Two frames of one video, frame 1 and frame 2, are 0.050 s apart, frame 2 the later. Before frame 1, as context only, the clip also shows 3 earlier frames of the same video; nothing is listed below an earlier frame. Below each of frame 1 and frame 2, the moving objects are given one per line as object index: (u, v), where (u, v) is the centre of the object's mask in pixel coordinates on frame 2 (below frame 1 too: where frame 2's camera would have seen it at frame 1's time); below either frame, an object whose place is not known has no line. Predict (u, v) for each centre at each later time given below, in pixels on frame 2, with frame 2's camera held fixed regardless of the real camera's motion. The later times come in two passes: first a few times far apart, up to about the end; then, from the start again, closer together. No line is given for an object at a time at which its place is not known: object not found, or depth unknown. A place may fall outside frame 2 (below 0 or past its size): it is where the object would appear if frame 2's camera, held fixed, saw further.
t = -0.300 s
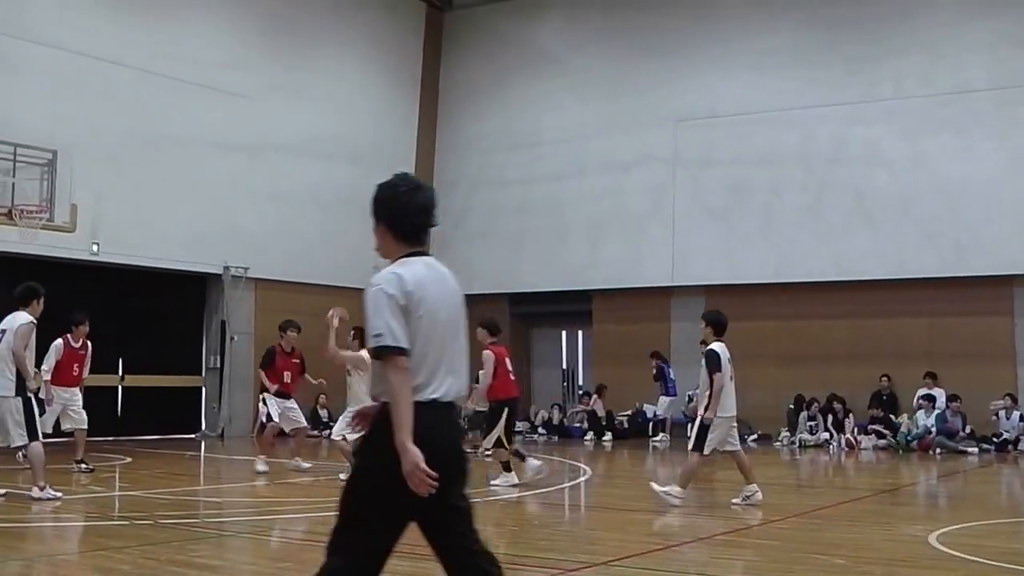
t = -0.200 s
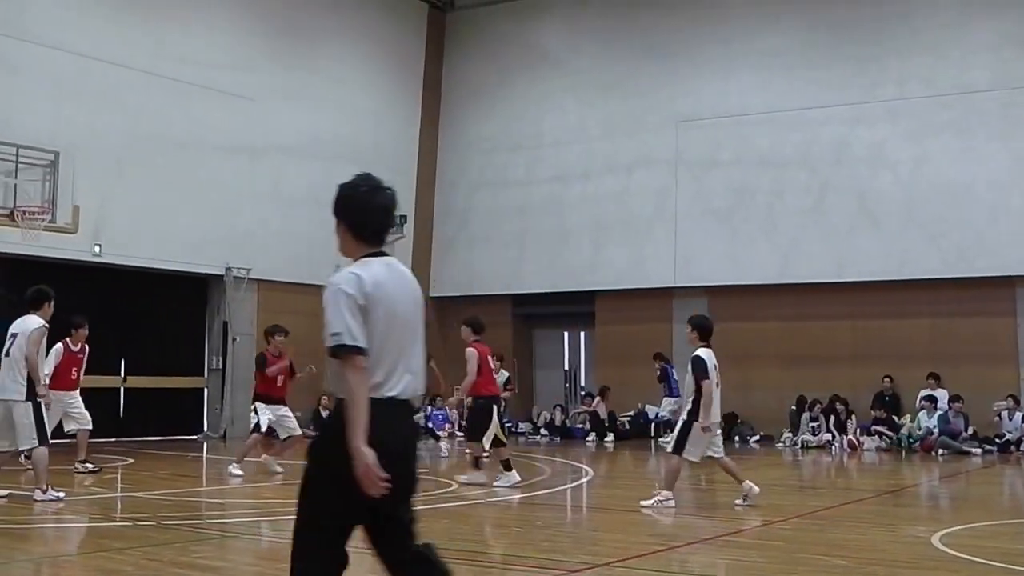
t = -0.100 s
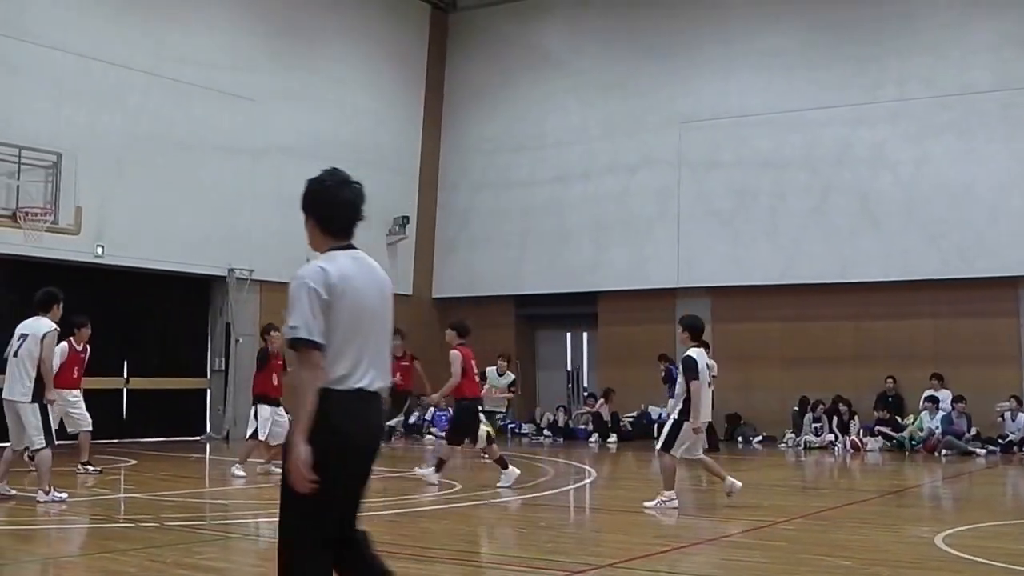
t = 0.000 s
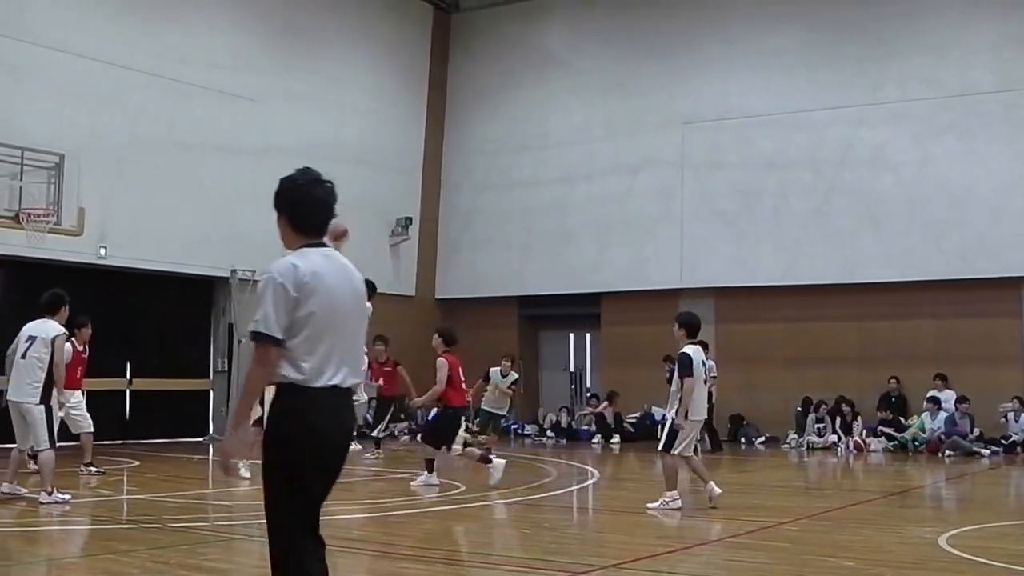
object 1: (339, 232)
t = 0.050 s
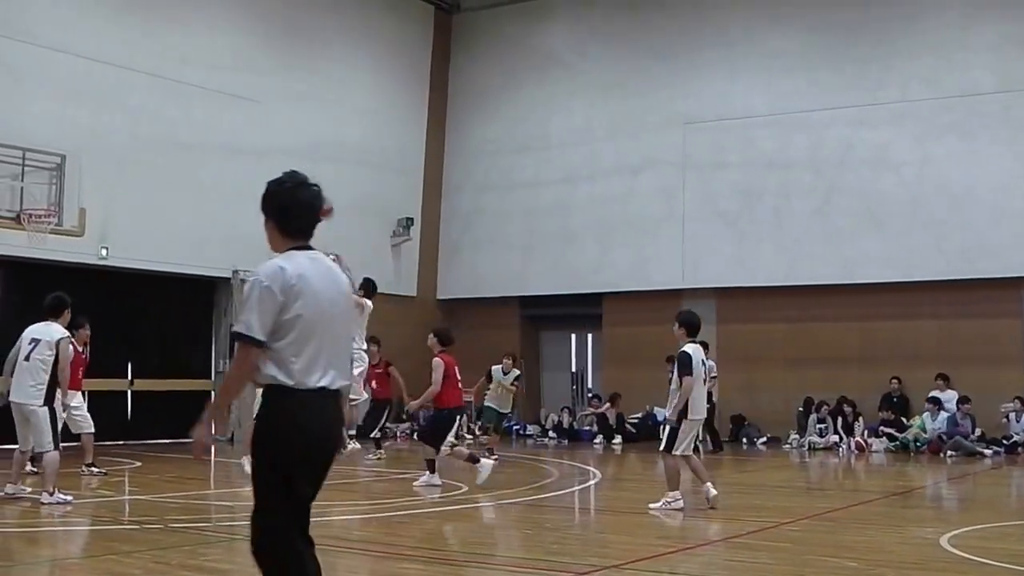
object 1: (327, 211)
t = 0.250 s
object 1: (261, 135)
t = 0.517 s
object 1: (187, 96)
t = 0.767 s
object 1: (121, 114)
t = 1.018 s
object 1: (59, 178)
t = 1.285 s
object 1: (20, 242)
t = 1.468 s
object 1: (13, 281)
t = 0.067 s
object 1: (323, 201)
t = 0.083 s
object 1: (315, 192)
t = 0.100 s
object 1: (308, 186)
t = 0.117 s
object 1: (302, 180)
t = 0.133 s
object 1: (296, 173)
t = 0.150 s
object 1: (291, 167)
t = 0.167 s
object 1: (286, 161)
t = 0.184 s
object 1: (281, 155)
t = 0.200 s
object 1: (276, 150)
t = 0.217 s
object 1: (271, 145)
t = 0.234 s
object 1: (266, 140)
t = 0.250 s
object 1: (261, 135)
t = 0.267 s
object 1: (257, 131)
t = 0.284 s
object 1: (252, 127)
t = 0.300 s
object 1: (248, 123)
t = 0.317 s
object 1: (243, 119)
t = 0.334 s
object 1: (238, 116)
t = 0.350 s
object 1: (233, 114)
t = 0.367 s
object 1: (228, 111)
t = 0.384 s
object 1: (224, 108)
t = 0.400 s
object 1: (219, 106)
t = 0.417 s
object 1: (214, 103)
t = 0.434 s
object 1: (209, 102)
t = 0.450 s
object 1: (205, 100)
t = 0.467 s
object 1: (201, 98)
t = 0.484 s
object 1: (196, 97)
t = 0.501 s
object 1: (191, 96)
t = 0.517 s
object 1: (187, 96)
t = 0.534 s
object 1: (183, 96)
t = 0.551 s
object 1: (178, 95)
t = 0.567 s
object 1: (173, 95)
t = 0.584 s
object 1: (169, 96)
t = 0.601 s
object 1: (164, 96)
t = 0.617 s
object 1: (160, 97)
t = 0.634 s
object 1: (155, 98)
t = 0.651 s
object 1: (151, 99)
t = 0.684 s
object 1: (143, 102)
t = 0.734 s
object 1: (130, 108)
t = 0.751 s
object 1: (125, 111)
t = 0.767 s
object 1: (121, 114)
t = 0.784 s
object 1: (117, 117)
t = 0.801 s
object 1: (113, 120)
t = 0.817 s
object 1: (108, 123)
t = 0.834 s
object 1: (104, 127)
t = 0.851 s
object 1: (100, 131)
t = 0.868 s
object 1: (96, 135)
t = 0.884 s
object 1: (92, 139)
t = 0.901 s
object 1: (87, 143)
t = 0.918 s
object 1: (83, 148)
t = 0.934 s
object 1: (79, 152)
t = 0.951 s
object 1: (74, 157)
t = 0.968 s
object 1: (71, 162)
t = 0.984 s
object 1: (67, 167)
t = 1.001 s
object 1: (62, 172)
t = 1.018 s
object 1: (59, 178)
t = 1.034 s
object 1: (54, 182)
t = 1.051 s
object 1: (49, 189)
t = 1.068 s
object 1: (46, 196)
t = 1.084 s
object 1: (43, 201)
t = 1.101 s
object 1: (40, 208)
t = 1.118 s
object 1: (40, 215)
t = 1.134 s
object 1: (31, 223)
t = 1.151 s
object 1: (26, 229)
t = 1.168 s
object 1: (25, 232)
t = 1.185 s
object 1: (24, 233)
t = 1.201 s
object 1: (22, 234)
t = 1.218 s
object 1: (22, 234)
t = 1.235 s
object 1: (21, 237)
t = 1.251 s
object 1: (21, 238)
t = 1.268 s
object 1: (20, 240)
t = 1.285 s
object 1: (20, 242)
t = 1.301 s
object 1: (19, 245)
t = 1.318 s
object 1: (19, 247)
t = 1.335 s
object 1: (18, 249)
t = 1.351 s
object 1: (18, 254)
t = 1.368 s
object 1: (17, 258)
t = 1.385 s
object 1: (16, 261)
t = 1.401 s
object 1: (16, 264)
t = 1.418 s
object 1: (14, 268)
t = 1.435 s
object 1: (14, 272)
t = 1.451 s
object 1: (14, 276)
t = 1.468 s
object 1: (13, 281)
